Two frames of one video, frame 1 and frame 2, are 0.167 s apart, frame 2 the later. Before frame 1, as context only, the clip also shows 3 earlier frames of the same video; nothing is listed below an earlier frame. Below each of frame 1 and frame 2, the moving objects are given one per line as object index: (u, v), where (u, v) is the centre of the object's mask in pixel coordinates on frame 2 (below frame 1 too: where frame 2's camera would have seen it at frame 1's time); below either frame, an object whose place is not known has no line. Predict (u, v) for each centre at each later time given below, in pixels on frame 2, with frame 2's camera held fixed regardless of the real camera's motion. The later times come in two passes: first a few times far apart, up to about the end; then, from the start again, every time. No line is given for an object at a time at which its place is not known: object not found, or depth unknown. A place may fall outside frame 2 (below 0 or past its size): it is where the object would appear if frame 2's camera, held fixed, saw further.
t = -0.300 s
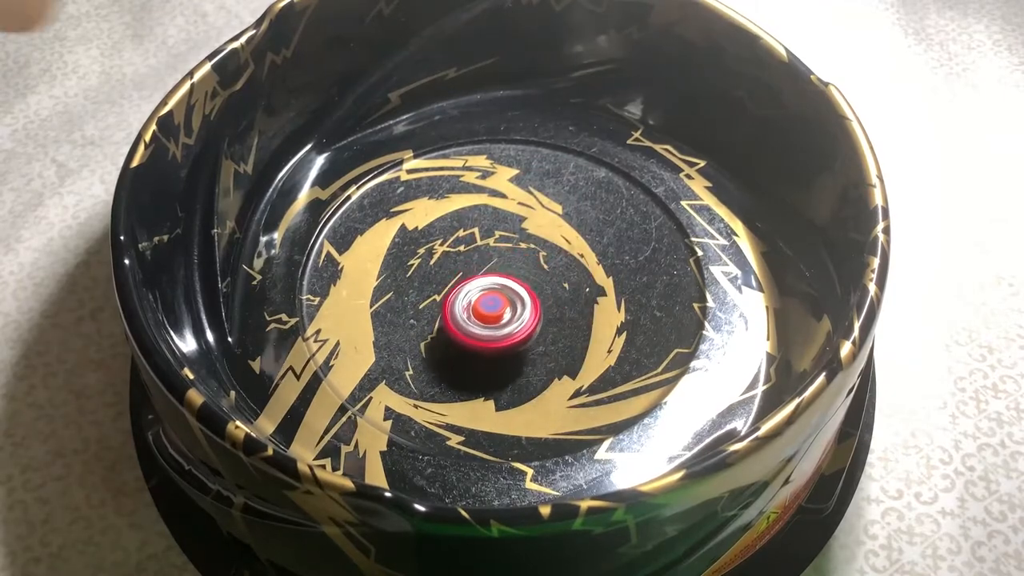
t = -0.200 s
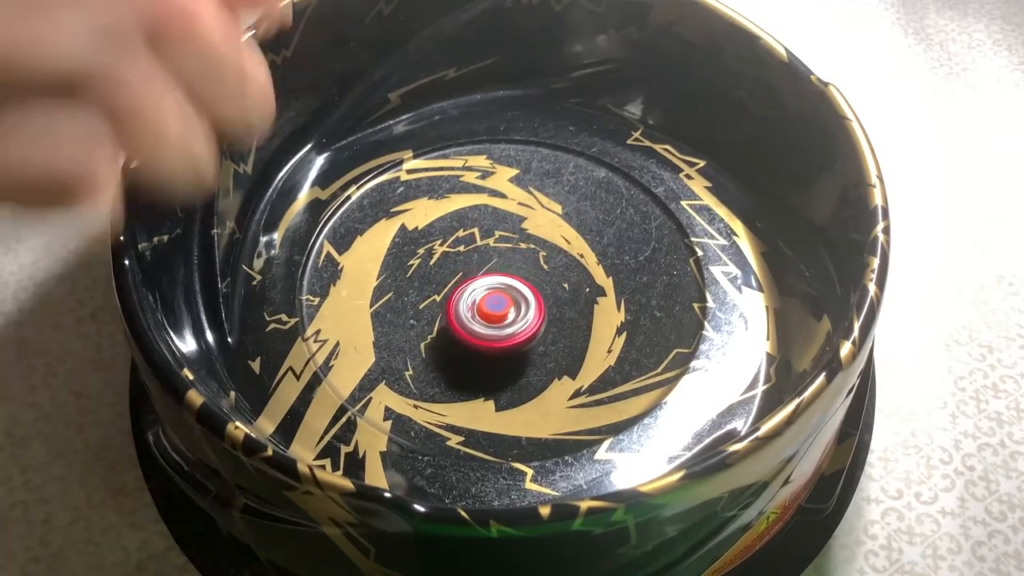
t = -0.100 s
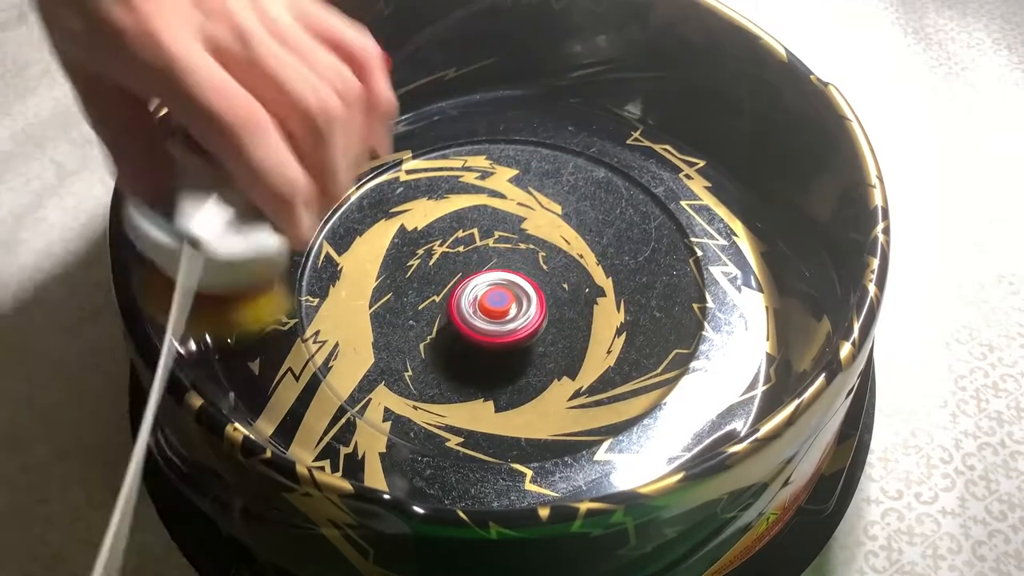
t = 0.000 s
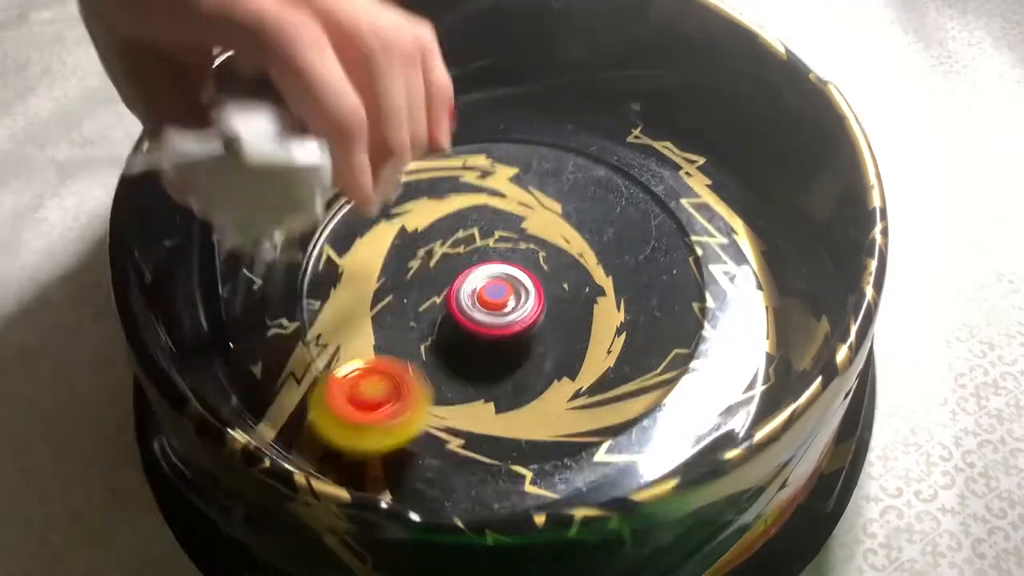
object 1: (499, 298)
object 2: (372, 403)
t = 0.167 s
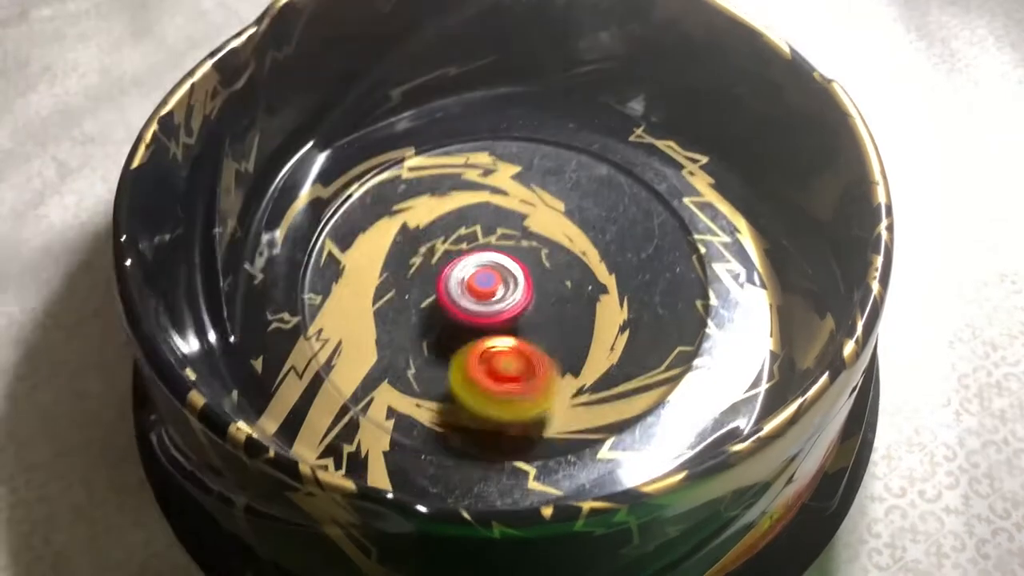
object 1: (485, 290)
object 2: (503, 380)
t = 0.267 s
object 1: (459, 246)
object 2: (573, 373)
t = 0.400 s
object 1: (372, 214)
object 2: (617, 366)
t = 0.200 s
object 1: (481, 287)
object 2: (524, 367)
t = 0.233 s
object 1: (468, 265)
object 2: (550, 371)
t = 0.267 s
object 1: (459, 246)
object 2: (573, 373)
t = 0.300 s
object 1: (448, 231)
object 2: (589, 374)
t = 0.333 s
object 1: (429, 219)
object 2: (602, 373)
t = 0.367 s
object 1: (404, 214)
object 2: (611, 370)
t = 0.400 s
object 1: (372, 214)
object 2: (617, 366)
